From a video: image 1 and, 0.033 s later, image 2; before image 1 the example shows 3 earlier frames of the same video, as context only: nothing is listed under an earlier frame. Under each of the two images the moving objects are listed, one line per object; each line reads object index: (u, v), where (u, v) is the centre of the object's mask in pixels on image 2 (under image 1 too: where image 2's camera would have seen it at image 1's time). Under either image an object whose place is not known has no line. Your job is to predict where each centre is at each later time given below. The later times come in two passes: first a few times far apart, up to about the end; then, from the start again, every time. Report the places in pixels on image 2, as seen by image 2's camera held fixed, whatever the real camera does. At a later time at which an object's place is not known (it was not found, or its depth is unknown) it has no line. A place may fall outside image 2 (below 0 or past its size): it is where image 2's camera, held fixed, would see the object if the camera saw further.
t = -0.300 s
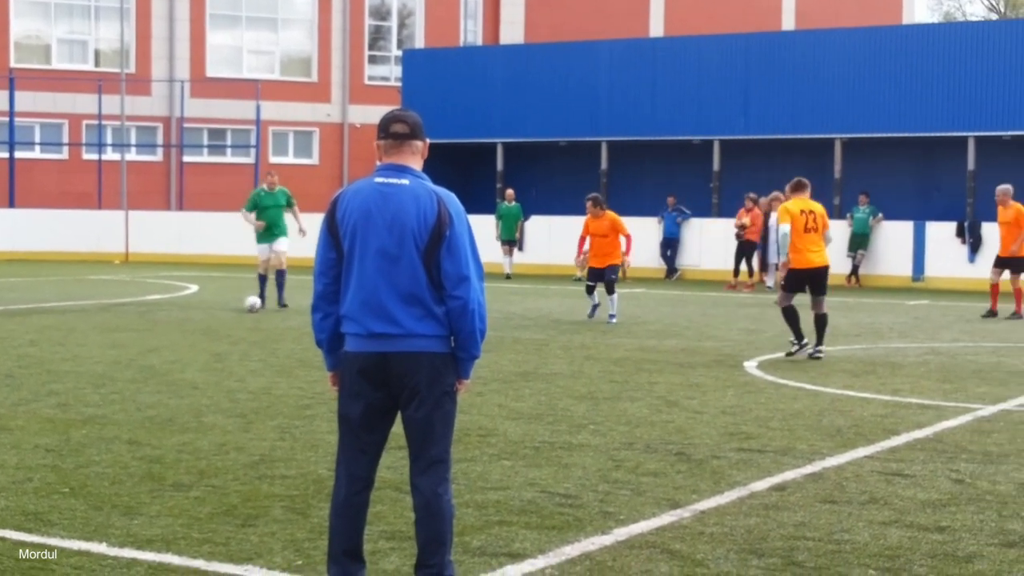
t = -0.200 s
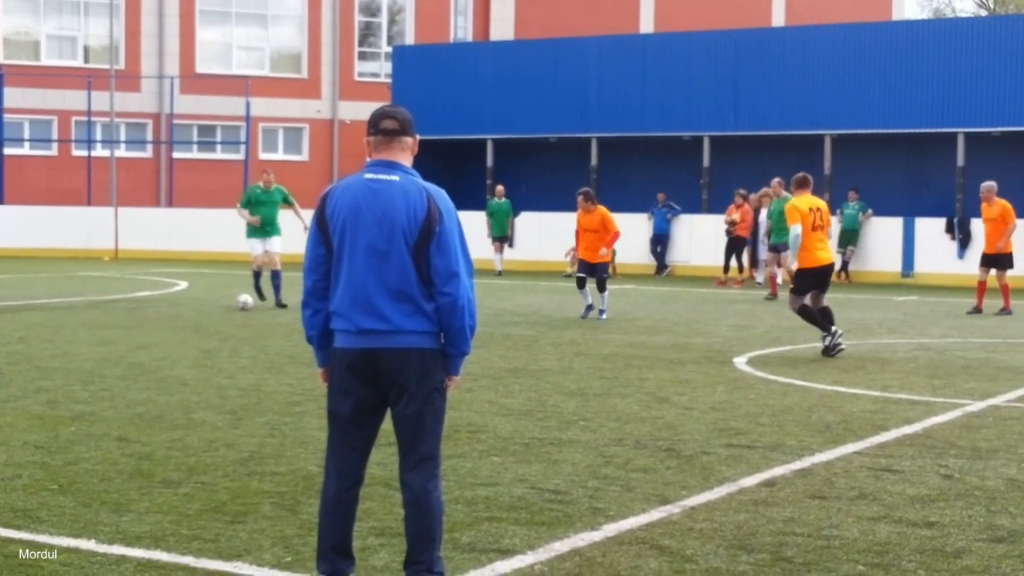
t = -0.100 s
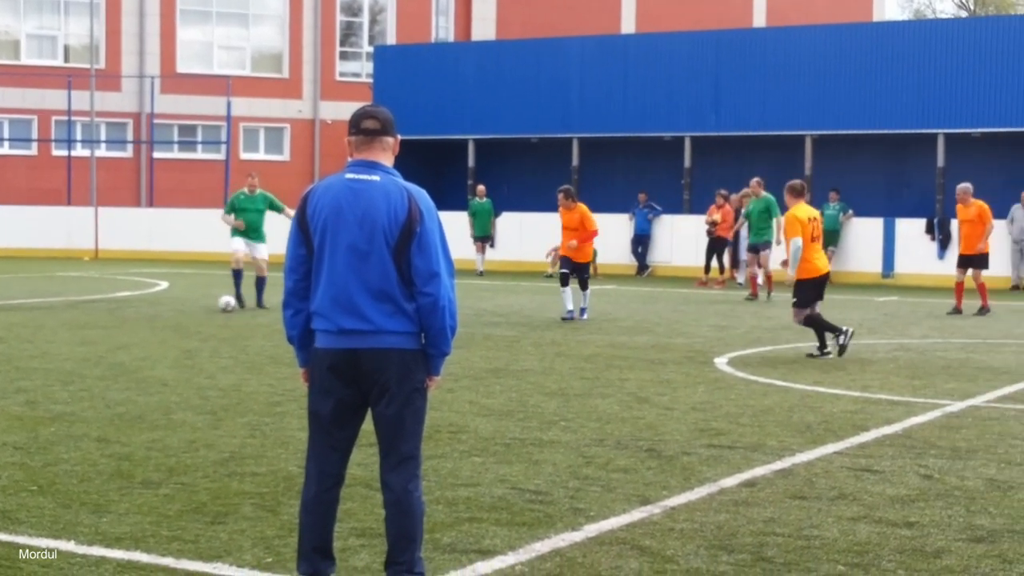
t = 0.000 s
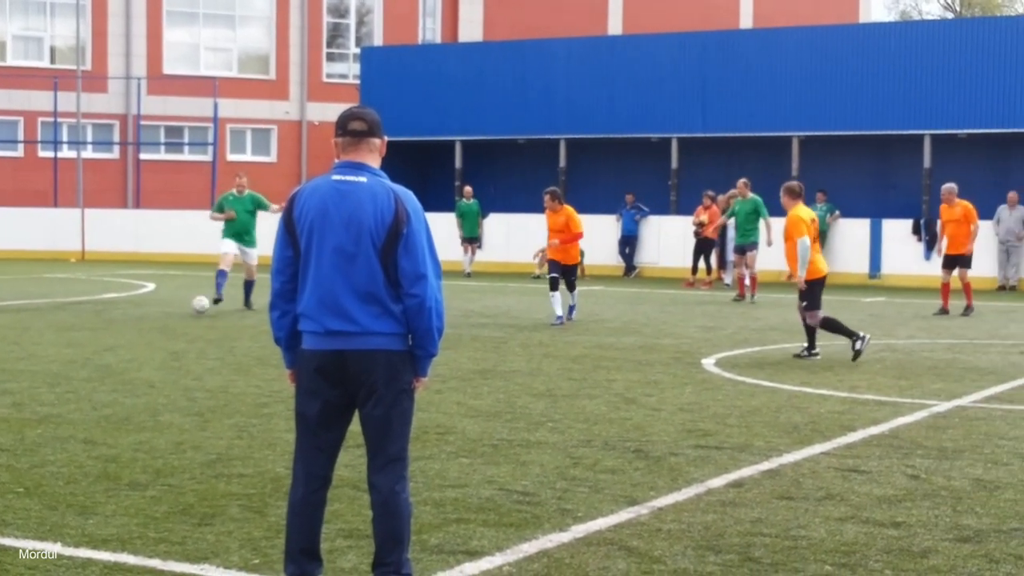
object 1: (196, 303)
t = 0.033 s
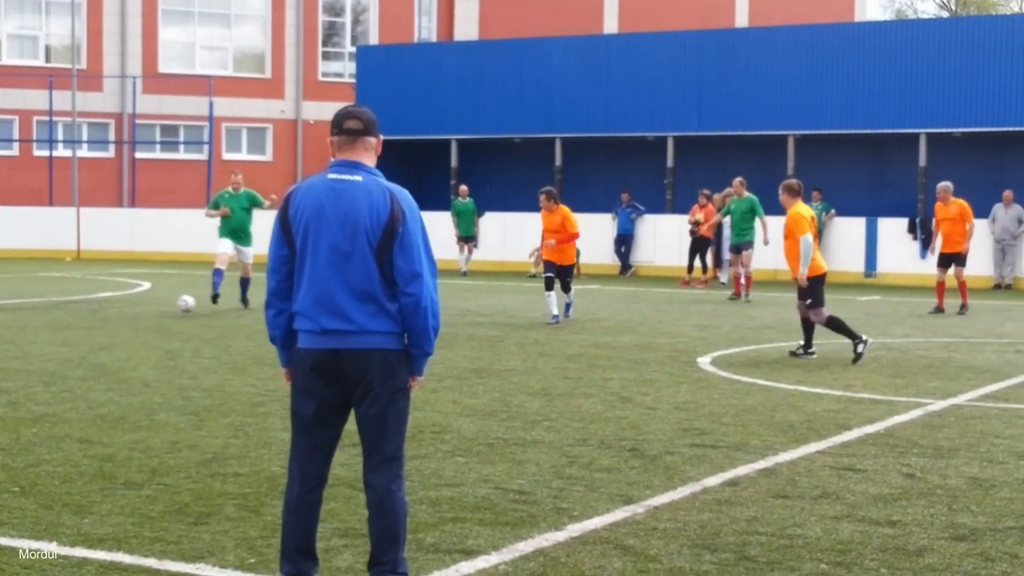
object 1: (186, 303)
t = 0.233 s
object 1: (120, 313)
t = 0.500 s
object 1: (47, 324)
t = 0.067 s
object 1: (176, 304)
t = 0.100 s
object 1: (165, 305)
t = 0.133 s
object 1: (153, 308)
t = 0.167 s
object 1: (140, 312)
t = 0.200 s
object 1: (130, 314)
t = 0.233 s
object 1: (120, 313)
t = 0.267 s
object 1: (110, 313)
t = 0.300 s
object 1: (100, 315)
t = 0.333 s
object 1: (90, 318)
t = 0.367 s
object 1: (81, 320)
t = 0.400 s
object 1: (72, 320)
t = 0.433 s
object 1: (64, 320)
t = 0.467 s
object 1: (55, 322)
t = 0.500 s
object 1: (47, 324)
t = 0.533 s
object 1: (40, 325)
